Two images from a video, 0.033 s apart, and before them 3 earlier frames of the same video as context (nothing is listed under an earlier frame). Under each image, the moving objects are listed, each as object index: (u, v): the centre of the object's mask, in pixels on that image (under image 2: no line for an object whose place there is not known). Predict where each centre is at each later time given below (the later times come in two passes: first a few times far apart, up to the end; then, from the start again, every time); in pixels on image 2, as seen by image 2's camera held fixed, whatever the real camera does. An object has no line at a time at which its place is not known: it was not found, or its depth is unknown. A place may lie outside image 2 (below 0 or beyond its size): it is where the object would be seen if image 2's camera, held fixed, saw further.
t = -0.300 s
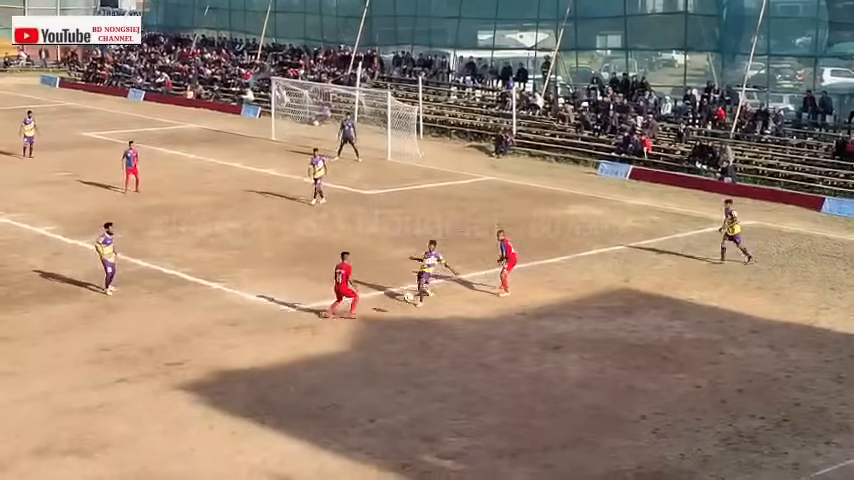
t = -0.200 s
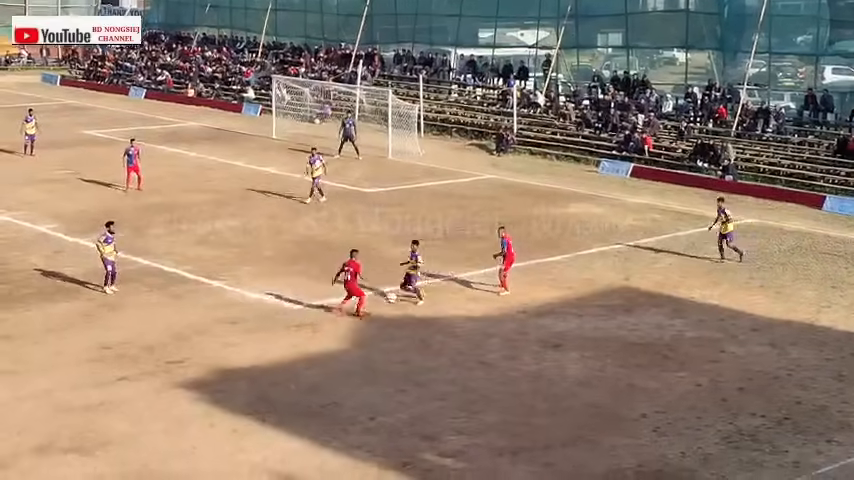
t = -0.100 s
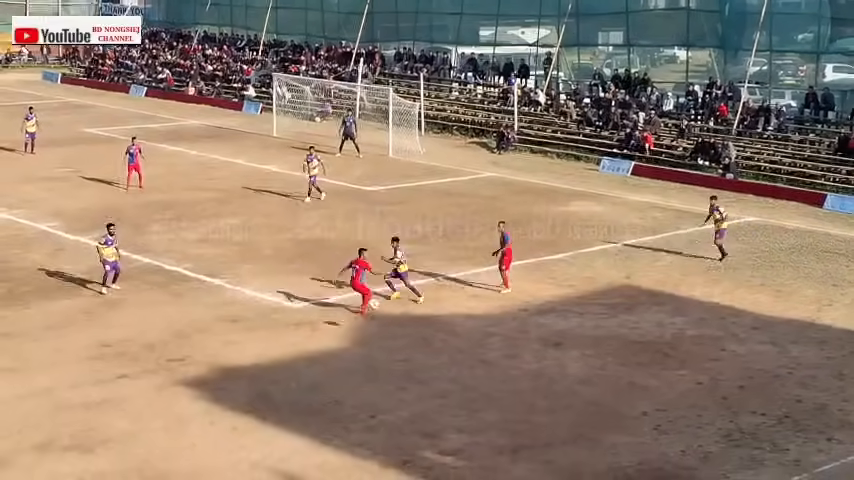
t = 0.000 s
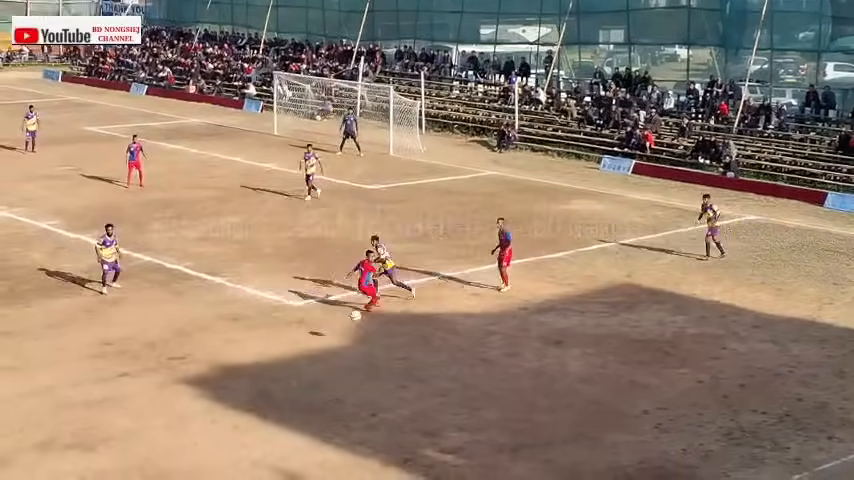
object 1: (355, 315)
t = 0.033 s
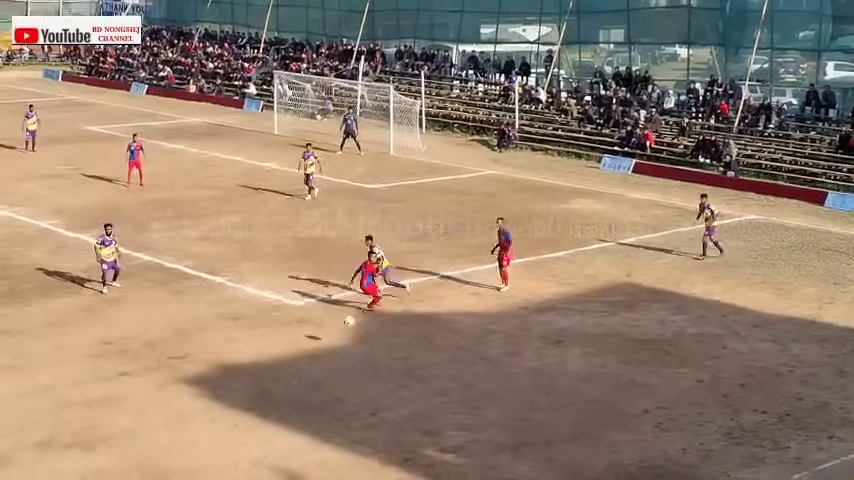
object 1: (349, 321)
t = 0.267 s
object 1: (304, 366)
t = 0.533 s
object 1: (251, 376)
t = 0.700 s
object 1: (218, 406)
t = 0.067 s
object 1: (342, 327)
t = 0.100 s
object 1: (336, 334)
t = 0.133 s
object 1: (328, 342)
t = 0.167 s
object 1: (322, 350)
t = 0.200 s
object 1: (315, 359)
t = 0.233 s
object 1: (308, 368)
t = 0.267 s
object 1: (304, 366)
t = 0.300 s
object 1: (296, 364)
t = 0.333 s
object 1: (291, 364)
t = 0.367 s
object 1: (284, 366)
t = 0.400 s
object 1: (278, 364)
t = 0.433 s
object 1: (271, 367)
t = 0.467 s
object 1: (264, 369)
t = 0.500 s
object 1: (258, 373)
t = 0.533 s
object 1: (251, 376)
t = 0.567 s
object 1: (245, 381)
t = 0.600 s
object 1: (238, 386)
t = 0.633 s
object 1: (232, 392)
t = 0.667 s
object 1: (225, 398)
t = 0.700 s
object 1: (218, 406)
